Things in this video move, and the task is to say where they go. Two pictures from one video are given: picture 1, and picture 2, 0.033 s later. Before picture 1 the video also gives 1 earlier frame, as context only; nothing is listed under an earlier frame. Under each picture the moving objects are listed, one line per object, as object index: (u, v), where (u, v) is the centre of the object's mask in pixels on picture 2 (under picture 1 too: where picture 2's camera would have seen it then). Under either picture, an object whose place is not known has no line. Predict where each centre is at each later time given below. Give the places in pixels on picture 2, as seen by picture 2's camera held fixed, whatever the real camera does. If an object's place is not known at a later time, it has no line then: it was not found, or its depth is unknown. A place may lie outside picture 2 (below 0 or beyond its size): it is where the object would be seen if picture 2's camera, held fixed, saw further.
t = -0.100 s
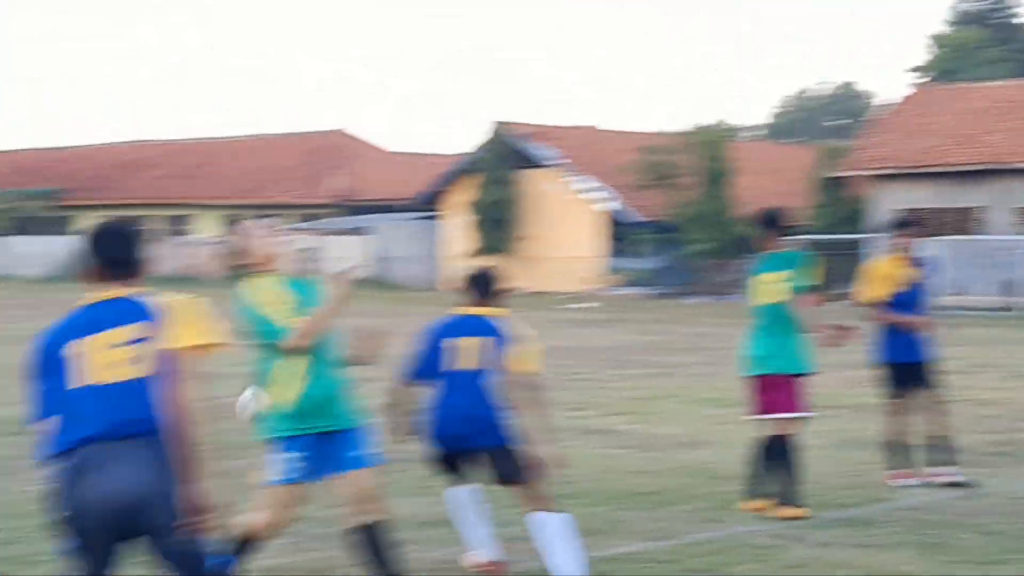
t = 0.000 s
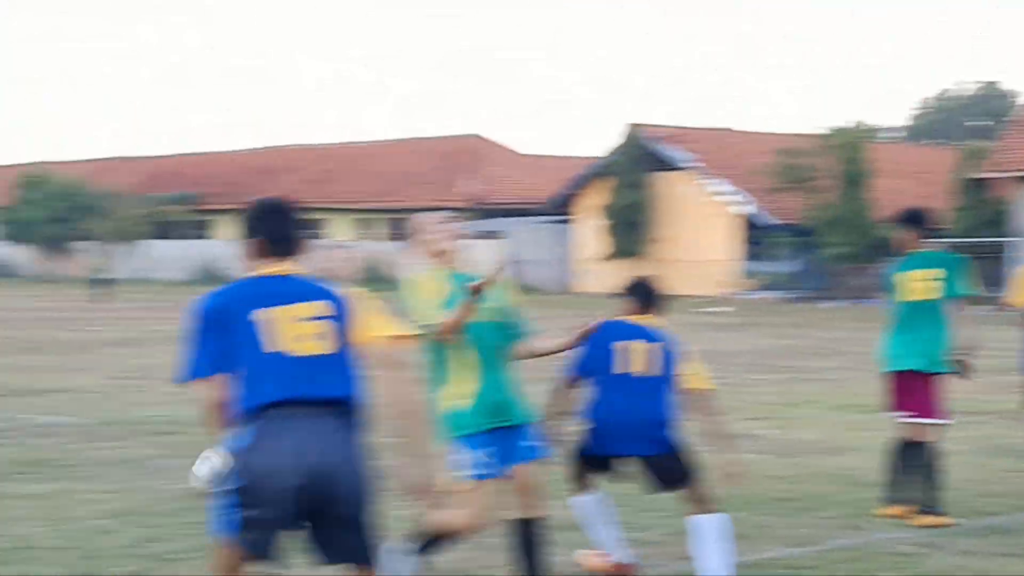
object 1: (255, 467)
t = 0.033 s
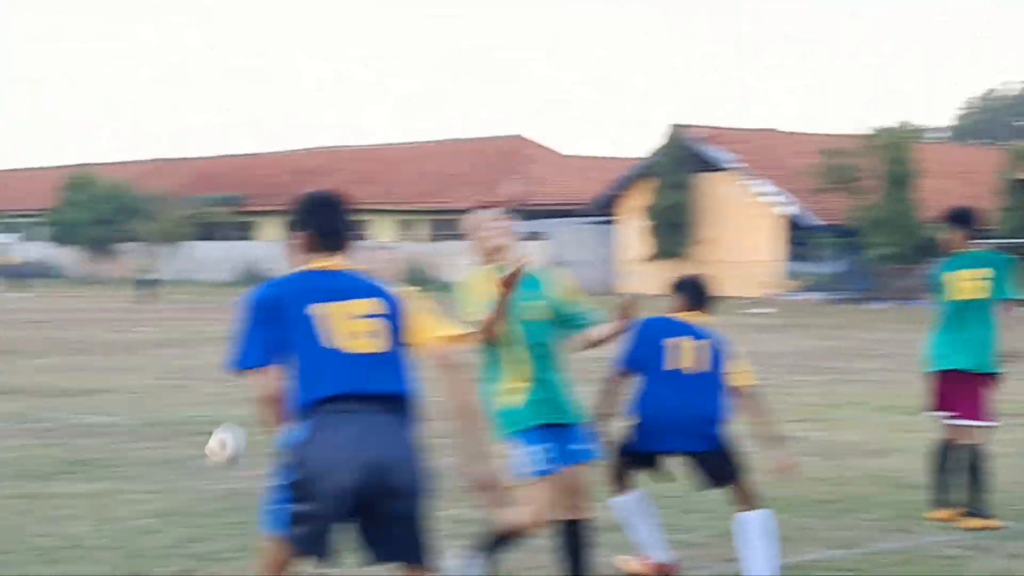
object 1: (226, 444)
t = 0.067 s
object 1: (193, 423)
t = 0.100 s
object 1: (162, 403)
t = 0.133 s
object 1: (131, 386)
